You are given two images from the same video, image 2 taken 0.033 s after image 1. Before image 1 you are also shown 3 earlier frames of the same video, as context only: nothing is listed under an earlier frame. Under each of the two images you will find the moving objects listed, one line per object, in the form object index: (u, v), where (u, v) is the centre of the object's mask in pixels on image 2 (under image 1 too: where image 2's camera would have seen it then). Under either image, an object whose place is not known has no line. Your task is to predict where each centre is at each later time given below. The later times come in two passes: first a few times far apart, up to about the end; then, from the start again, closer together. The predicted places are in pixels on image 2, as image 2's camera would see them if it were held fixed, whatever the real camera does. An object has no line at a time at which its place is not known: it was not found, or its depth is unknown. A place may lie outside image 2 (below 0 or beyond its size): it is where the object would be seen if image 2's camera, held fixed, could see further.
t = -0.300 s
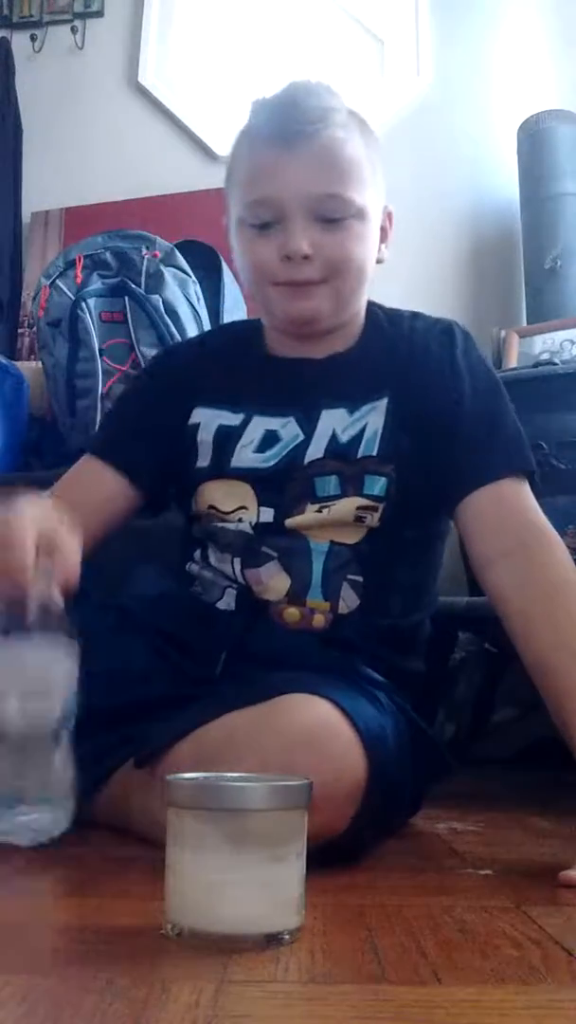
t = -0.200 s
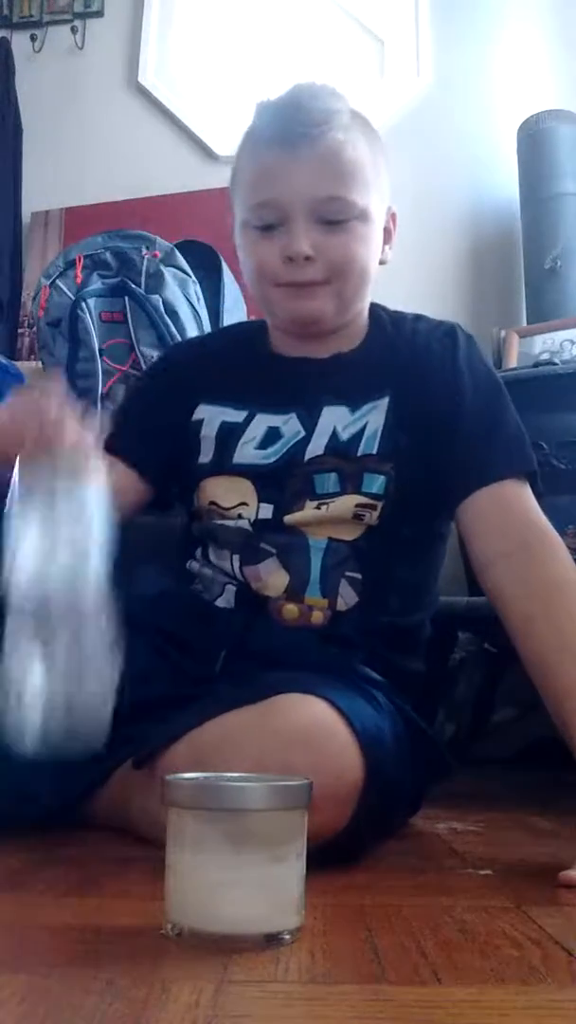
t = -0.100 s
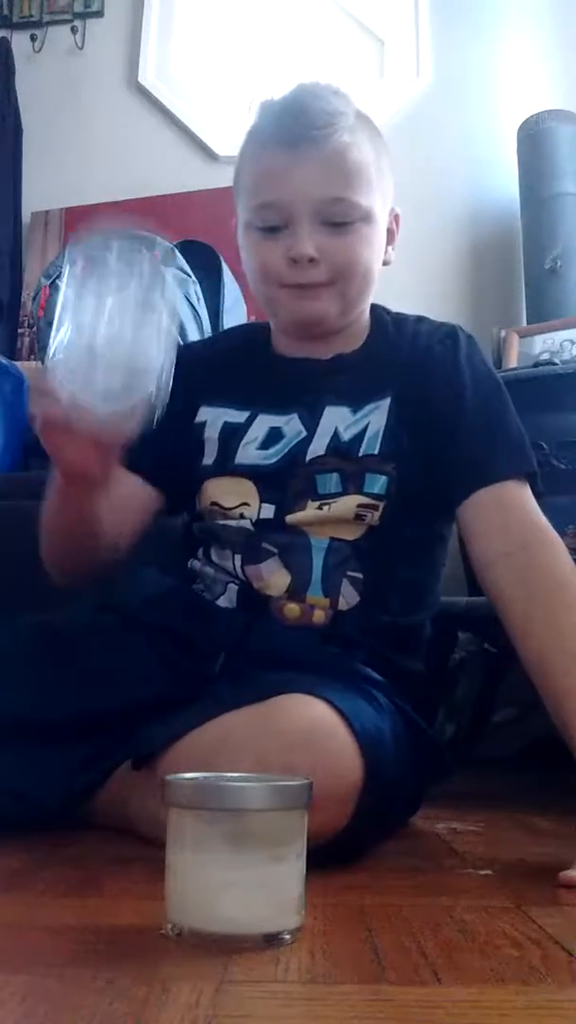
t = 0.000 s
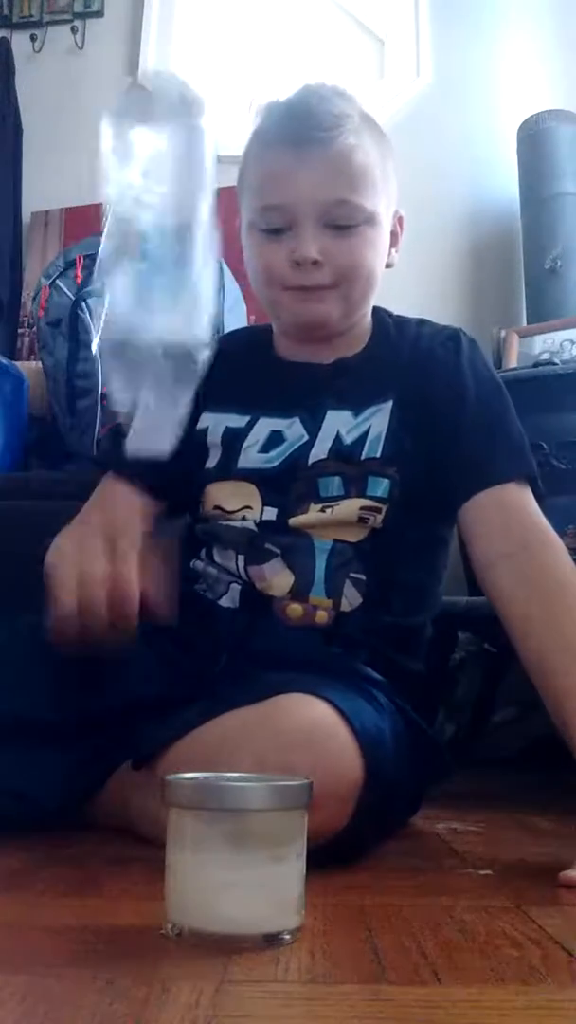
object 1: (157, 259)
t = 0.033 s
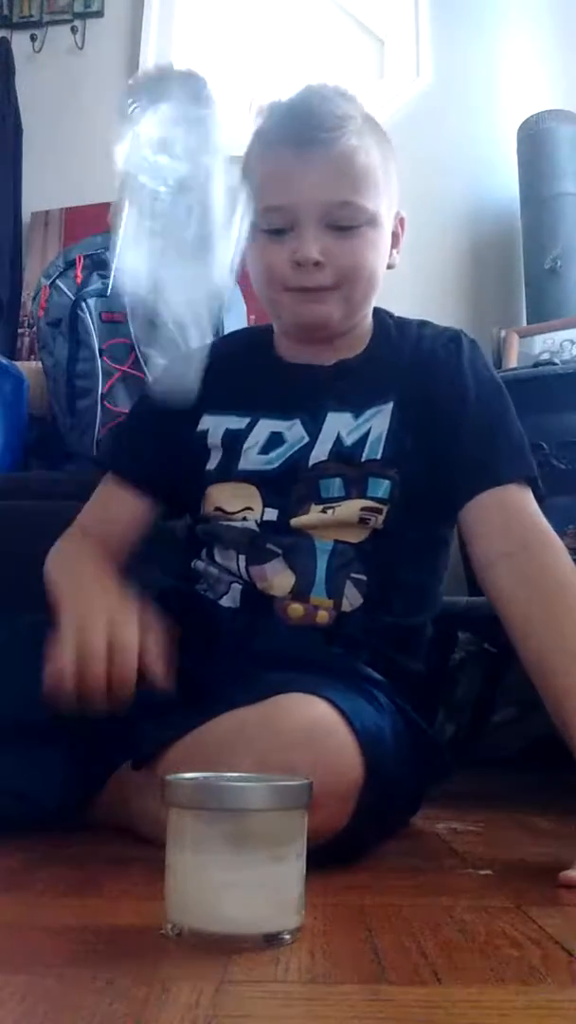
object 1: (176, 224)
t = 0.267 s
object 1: (234, 465)
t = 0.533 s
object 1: (270, 634)
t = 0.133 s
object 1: (207, 170)
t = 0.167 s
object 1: (216, 236)
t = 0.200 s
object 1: (222, 287)
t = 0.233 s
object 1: (228, 359)
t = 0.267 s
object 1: (234, 465)
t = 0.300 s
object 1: (241, 569)
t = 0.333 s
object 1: (250, 595)
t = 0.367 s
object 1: (255, 600)
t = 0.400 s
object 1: (256, 604)
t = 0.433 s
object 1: (257, 610)
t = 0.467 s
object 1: (263, 616)
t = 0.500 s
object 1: (265, 622)
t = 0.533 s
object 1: (270, 634)
